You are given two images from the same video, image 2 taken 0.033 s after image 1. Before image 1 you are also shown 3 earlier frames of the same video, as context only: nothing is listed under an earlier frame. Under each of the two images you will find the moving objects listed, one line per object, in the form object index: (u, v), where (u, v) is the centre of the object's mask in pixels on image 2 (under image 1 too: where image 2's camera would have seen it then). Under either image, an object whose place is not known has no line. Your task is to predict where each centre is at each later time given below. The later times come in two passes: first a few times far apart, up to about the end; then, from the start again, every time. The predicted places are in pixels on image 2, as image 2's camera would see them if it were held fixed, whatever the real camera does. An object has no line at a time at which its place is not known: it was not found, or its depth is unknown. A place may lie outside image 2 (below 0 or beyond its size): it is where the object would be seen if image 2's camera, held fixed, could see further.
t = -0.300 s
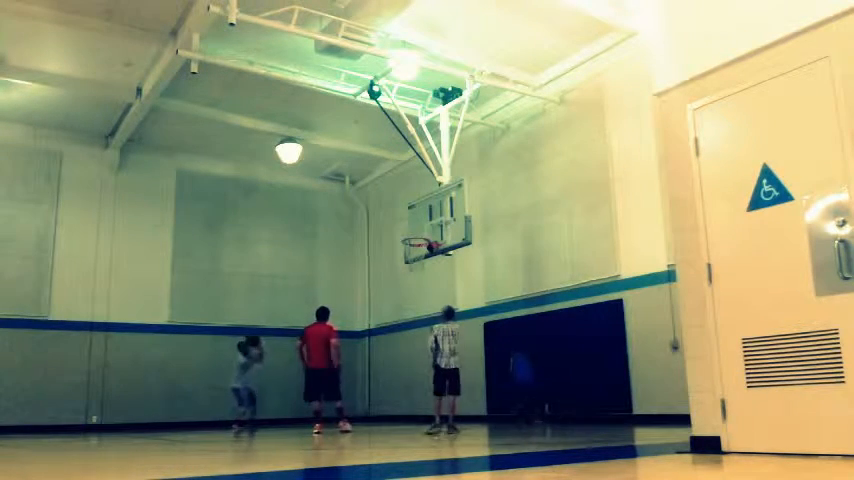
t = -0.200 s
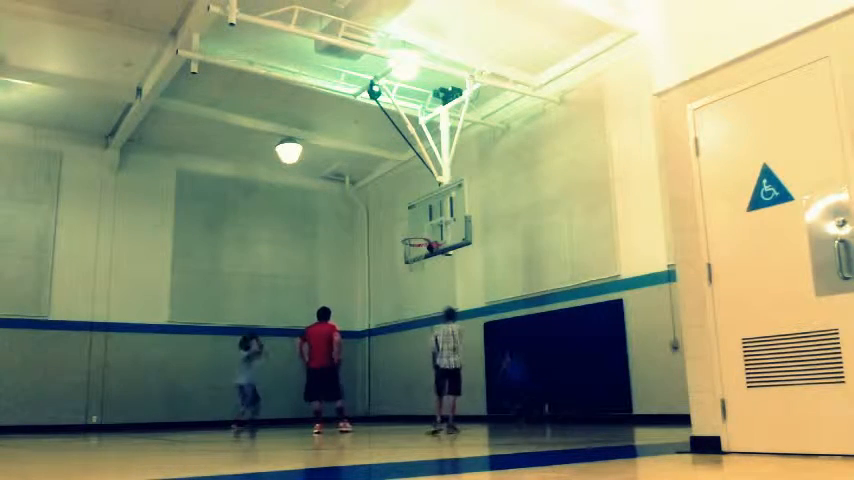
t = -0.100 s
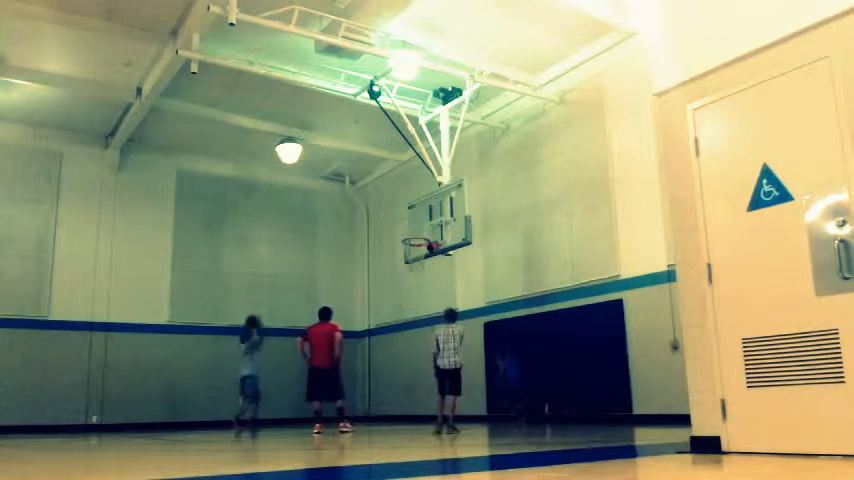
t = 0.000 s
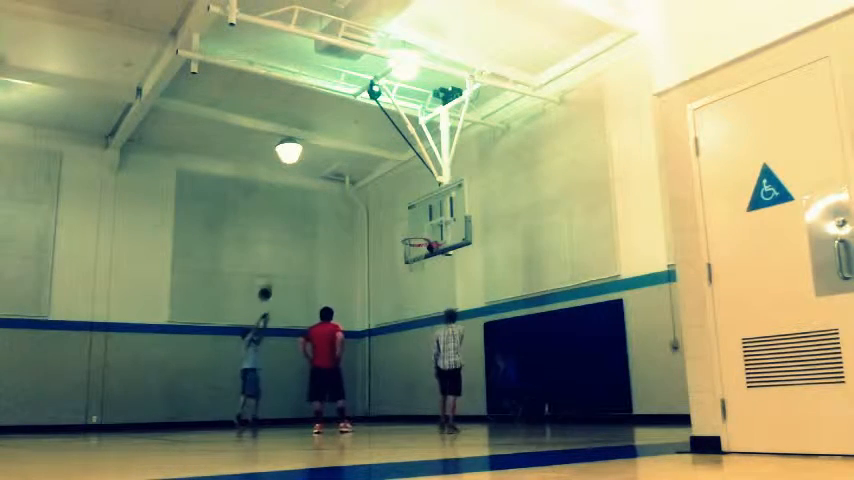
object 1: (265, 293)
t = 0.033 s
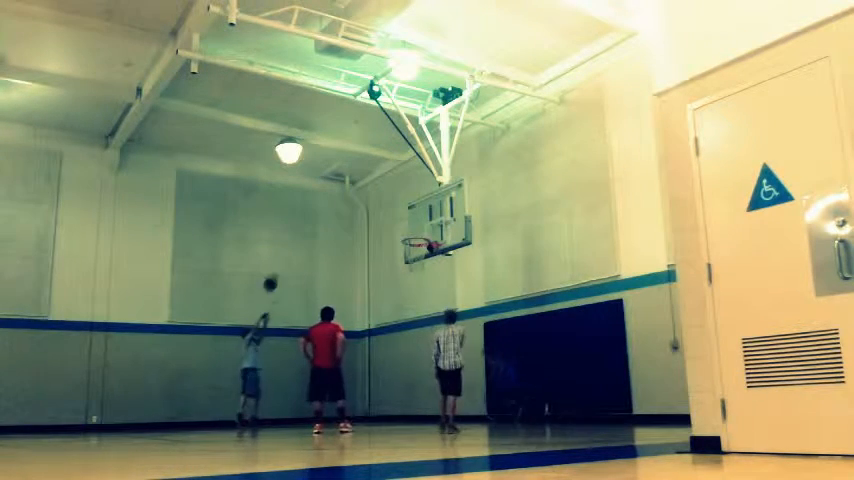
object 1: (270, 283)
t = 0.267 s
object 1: (307, 234)
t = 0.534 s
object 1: (350, 209)
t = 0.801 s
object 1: (397, 221)
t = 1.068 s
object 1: (409, 254)
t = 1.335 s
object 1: (408, 258)
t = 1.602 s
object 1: (417, 287)
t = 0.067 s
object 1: (275, 274)
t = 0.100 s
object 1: (281, 266)
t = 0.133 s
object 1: (286, 258)
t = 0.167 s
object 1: (291, 251)
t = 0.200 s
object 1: (296, 245)
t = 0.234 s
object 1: (301, 239)
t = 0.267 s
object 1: (307, 234)
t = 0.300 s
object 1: (312, 228)
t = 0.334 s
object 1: (317, 224)
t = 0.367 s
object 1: (323, 220)
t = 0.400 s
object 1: (328, 217)
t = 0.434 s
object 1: (334, 214)
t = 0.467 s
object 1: (339, 212)
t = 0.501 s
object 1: (345, 210)
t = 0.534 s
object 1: (350, 209)
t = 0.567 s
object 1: (356, 208)
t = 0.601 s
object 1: (362, 208)
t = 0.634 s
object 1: (368, 209)
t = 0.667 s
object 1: (374, 210)
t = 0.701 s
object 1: (380, 212)
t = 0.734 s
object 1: (385, 214)
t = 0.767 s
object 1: (391, 217)
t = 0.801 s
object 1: (397, 221)
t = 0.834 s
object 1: (404, 225)
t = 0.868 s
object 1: (409, 230)
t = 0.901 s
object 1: (416, 235)
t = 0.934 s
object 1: (420, 242)
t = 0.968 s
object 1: (417, 247)
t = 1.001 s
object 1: (416, 253)
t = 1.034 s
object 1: (413, 255)
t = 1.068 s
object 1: (409, 254)
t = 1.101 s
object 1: (408, 253)
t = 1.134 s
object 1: (407, 253)
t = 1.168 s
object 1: (407, 253)
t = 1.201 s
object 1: (407, 253)
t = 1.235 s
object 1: (407, 253)
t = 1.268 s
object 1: (407, 253)
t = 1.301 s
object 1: (408, 255)
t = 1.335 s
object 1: (408, 258)
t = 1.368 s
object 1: (409, 261)
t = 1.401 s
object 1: (410, 265)
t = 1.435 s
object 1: (411, 268)
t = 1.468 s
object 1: (412, 270)
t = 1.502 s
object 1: (413, 273)
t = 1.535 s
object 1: (415, 277)
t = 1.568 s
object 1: (416, 282)
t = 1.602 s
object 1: (417, 287)
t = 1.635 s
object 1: (419, 294)
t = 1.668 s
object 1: (420, 300)
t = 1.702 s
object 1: (422, 308)
